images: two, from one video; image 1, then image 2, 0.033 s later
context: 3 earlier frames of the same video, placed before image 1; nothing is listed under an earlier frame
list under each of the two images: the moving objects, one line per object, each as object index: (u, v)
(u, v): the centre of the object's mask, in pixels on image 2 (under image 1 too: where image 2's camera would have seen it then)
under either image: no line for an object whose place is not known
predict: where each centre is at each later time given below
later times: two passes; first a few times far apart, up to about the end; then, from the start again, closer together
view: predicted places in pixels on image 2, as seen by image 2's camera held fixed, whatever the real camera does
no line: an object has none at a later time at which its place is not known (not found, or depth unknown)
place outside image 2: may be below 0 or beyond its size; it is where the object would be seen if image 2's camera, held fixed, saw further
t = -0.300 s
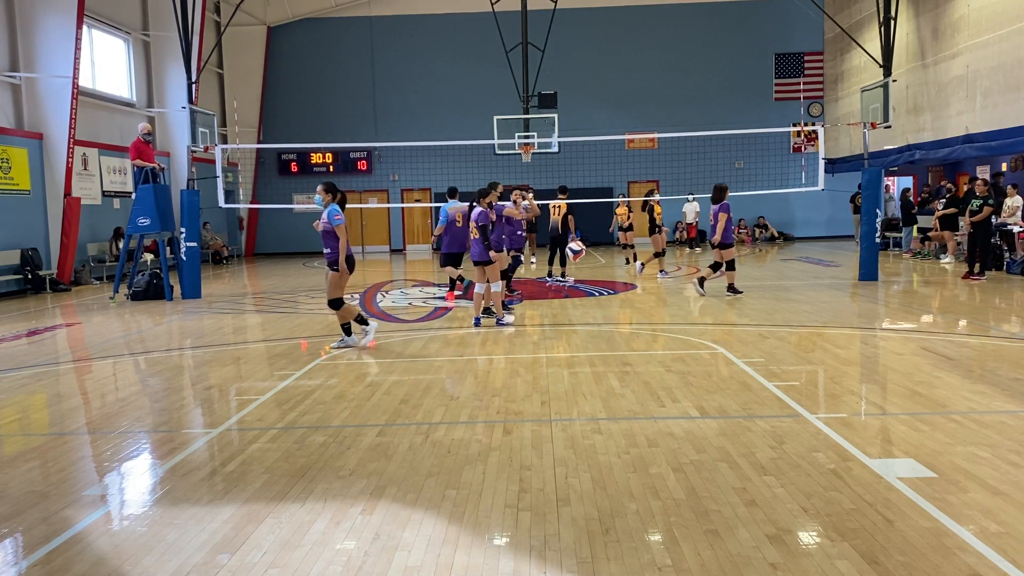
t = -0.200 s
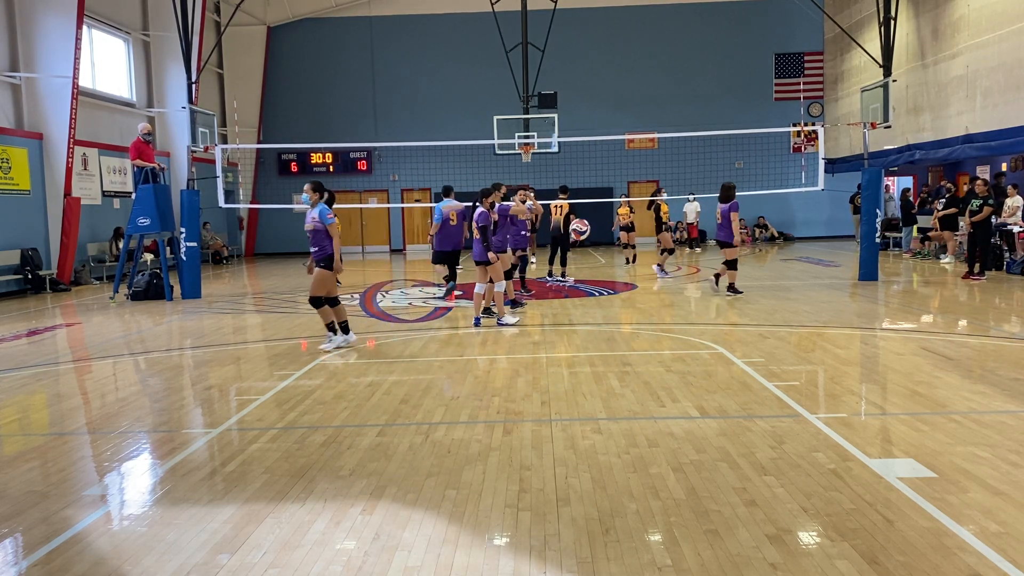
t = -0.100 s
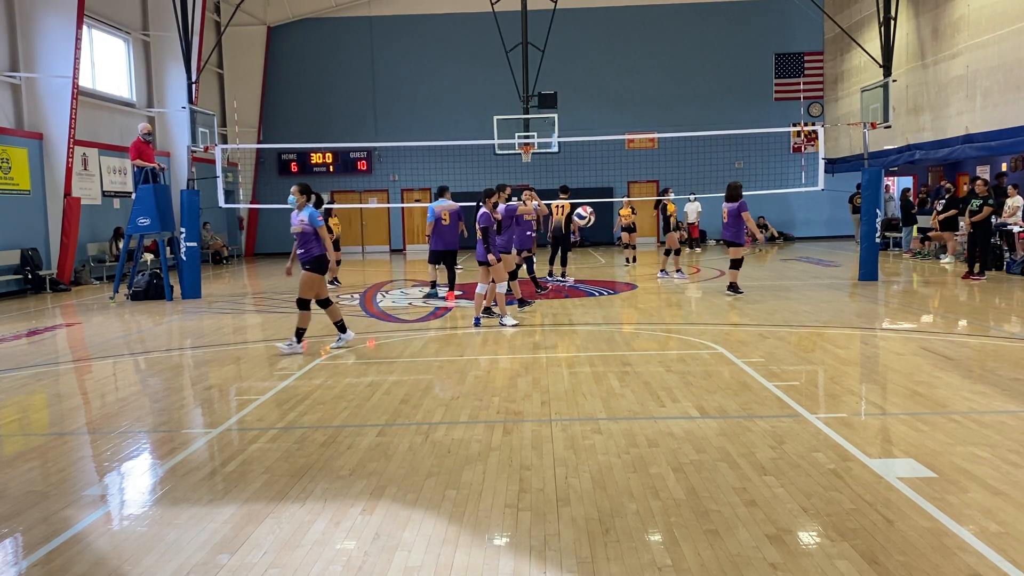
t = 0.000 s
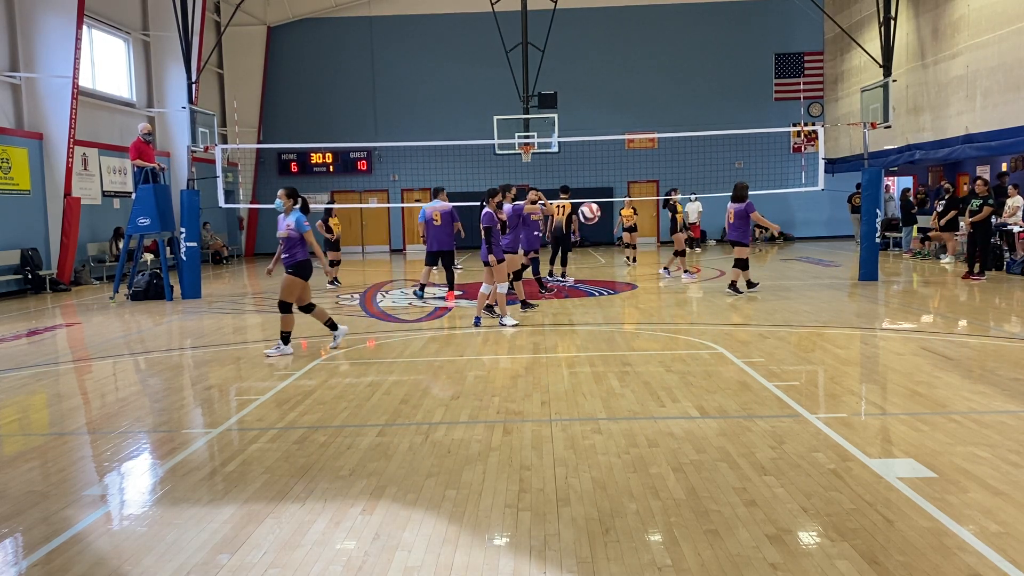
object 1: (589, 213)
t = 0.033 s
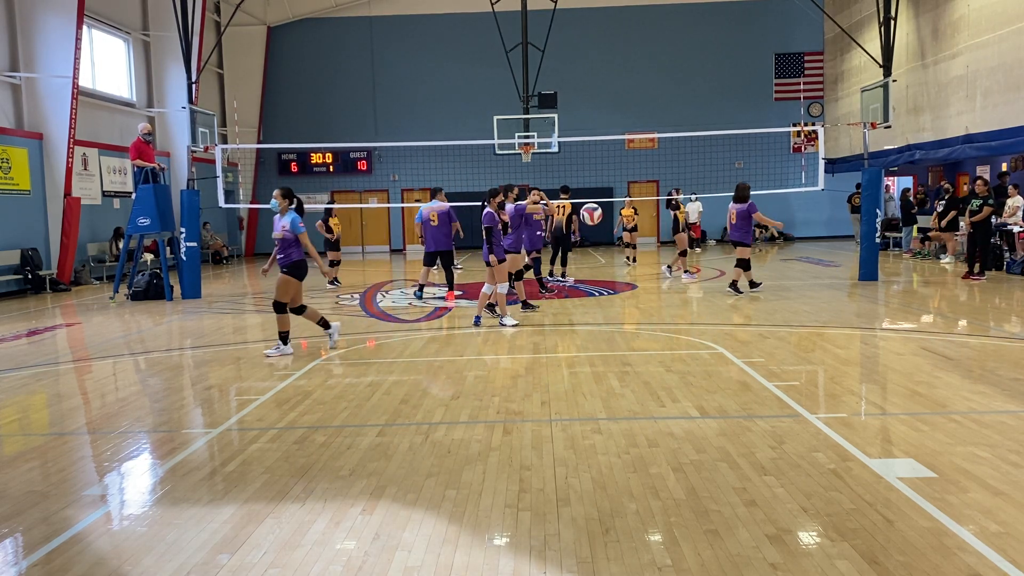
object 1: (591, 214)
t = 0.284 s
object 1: (605, 259)
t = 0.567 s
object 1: (625, 311)
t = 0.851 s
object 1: (648, 261)
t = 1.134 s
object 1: (676, 307)
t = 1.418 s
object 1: (706, 331)
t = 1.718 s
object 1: (741, 318)
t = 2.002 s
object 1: (782, 400)
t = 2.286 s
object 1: (829, 366)
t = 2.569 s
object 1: (886, 446)
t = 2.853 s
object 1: (954, 431)
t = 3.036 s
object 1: (1001, 513)
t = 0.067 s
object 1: (593, 216)
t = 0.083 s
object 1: (594, 218)
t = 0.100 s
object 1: (595, 220)
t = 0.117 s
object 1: (595, 222)
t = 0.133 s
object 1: (596, 224)
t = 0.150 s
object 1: (597, 227)
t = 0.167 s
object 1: (599, 230)
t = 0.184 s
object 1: (599, 233)
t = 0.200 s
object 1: (600, 237)
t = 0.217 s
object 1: (601, 241)
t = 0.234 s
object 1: (602, 245)
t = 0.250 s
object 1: (603, 249)
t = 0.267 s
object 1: (605, 254)
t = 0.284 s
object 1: (605, 259)
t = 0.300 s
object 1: (606, 265)
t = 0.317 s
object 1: (608, 272)
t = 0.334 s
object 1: (608, 278)
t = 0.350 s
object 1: (610, 284)
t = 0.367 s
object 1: (611, 291)
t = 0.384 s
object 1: (612, 298)
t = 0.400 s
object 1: (613, 306)
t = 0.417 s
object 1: (614, 313)
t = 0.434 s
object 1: (615, 321)
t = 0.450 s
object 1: (617, 329)
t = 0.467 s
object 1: (619, 340)
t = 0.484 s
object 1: (619, 342)
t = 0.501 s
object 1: (621, 335)
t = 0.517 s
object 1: (622, 328)
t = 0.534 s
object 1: (623, 323)
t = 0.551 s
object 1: (624, 317)
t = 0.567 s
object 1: (625, 311)
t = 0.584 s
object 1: (627, 306)
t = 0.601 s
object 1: (628, 301)
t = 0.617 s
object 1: (629, 296)
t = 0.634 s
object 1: (630, 293)
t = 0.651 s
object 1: (631, 288)
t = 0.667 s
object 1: (632, 284)
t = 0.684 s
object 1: (634, 280)
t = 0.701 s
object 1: (635, 277)
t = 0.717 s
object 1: (636, 274)
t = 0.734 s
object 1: (638, 271)
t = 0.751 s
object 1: (639, 269)
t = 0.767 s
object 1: (640, 267)
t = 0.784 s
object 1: (642, 265)
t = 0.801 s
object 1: (644, 264)
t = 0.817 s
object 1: (645, 263)
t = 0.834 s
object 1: (647, 262)
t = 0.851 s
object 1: (648, 261)
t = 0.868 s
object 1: (649, 261)
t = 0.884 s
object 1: (651, 261)
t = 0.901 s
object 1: (652, 261)
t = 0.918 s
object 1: (654, 262)
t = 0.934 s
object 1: (656, 263)
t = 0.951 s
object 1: (657, 265)
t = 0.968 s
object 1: (658, 266)
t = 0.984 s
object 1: (660, 269)
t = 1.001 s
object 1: (662, 271)
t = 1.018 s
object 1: (664, 275)
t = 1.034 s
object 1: (666, 278)
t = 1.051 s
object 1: (667, 281)
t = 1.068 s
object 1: (669, 286)
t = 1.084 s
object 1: (670, 290)
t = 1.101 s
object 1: (672, 296)
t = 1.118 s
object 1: (674, 301)
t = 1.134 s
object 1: (676, 307)
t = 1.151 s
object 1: (678, 313)
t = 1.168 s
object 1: (680, 319)
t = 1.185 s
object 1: (681, 326)
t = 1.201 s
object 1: (684, 334)
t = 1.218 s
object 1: (686, 341)
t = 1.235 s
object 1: (688, 350)
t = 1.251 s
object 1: (689, 359)
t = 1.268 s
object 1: (691, 368)
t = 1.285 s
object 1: (693, 375)
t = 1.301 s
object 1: (695, 369)
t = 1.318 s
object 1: (697, 362)
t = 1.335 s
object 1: (698, 356)
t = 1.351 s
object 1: (700, 350)
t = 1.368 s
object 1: (701, 345)
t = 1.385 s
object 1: (703, 341)
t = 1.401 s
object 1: (704, 336)
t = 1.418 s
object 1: (706, 331)
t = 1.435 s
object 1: (708, 327)
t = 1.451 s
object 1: (709, 323)
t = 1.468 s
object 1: (711, 320)
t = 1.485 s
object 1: (713, 317)
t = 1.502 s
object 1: (715, 315)
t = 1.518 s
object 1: (717, 312)
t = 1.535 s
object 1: (718, 311)
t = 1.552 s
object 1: (720, 309)
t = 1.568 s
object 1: (722, 308)
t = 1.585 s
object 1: (724, 307)
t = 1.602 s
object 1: (727, 307)
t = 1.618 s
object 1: (729, 307)
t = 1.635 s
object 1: (731, 308)
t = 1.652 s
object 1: (733, 309)
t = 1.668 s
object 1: (735, 311)
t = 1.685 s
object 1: (737, 312)
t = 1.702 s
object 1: (739, 315)
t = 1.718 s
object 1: (741, 318)
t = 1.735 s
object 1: (744, 321)
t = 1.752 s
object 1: (746, 325)
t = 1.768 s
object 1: (748, 329)
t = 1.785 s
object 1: (750, 334)
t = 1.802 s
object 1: (752, 339)
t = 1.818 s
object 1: (754, 345)
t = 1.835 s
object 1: (757, 351)
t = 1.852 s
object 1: (759, 357)
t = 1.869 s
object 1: (762, 365)
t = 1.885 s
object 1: (764, 373)
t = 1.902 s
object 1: (767, 382)
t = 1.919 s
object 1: (769, 390)
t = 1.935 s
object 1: (771, 400)
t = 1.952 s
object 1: (774, 410)
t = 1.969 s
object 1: (776, 412)
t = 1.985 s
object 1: (779, 406)
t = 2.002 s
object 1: (782, 400)
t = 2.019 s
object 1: (784, 393)
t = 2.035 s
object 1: (786, 389)
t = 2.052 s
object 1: (789, 385)
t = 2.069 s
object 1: (792, 380)
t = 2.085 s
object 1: (794, 376)
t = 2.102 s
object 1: (797, 372)
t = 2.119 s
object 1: (800, 369)
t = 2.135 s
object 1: (803, 367)
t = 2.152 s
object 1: (806, 365)
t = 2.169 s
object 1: (808, 363)
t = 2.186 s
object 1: (811, 362)
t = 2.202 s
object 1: (814, 362)
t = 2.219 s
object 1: (817, 361)
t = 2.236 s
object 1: (819, 362)
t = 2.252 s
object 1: (822, 362)
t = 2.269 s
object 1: (826, 364)
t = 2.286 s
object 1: (829, 366)
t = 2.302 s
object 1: (832, 369)
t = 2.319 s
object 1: (835, 372)
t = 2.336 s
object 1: (838, 375)
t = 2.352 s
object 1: (841, 379)
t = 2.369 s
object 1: (844, 384)
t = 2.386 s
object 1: (848, 389)
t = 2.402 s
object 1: (852, 396)
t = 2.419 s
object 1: (855, 402)
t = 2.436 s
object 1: (858, 409)
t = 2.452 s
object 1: (862, 418)
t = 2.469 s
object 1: (865, 426)
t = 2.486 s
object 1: (869, 436)
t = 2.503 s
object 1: (872, 445)
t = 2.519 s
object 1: (876, 456)
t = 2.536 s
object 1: (879, 458)
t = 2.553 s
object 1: (883, 452)
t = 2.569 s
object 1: (886, 446)
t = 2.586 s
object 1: (890, 441)
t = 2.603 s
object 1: (893, 436)
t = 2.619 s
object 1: (897, 432)
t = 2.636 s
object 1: (900, 427)
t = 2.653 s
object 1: (904, 424)
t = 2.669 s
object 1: (908, 421)
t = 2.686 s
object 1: (912, 419)
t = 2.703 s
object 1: (916, 418)
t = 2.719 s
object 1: (920, 417)
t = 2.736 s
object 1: (923, 416)
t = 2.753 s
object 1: (927, 416)
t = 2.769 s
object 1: (931, 417)
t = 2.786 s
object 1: (936, 418)
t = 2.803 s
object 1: (940, 420)
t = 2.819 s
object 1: (945, 423)
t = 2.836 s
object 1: (949, 427)
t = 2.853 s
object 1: (954, 431)
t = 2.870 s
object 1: (958, 436)
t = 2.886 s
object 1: (962, 442)
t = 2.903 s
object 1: (967, 448)
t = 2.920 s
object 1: (971, 455)
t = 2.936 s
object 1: (976, 463)
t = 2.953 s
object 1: (981, 471)
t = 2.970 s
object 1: (986, 480)
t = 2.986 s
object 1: (991, 491)
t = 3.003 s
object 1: (995, 502)
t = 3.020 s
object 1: (998, 517)
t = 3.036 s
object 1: (1001, 513)
